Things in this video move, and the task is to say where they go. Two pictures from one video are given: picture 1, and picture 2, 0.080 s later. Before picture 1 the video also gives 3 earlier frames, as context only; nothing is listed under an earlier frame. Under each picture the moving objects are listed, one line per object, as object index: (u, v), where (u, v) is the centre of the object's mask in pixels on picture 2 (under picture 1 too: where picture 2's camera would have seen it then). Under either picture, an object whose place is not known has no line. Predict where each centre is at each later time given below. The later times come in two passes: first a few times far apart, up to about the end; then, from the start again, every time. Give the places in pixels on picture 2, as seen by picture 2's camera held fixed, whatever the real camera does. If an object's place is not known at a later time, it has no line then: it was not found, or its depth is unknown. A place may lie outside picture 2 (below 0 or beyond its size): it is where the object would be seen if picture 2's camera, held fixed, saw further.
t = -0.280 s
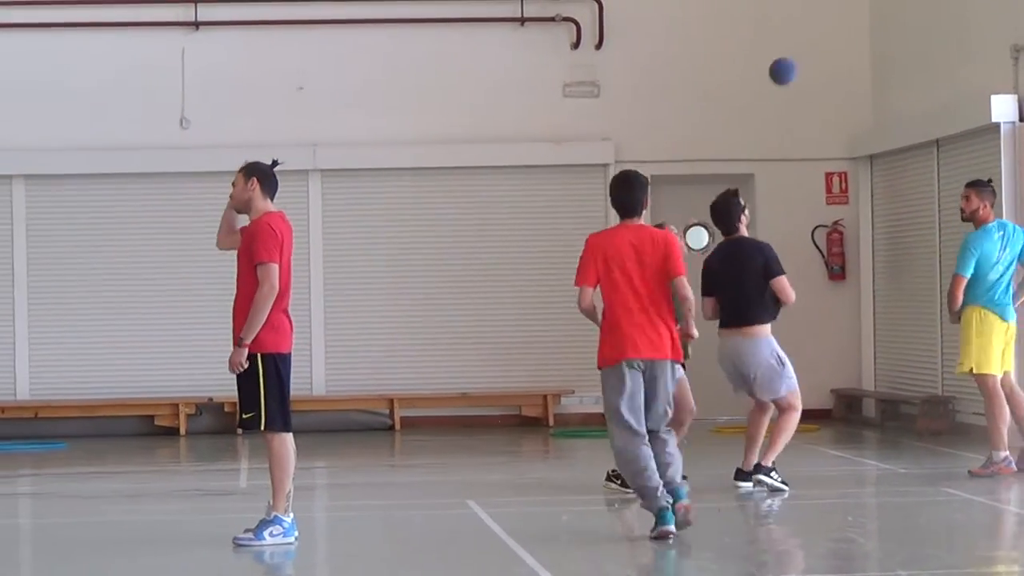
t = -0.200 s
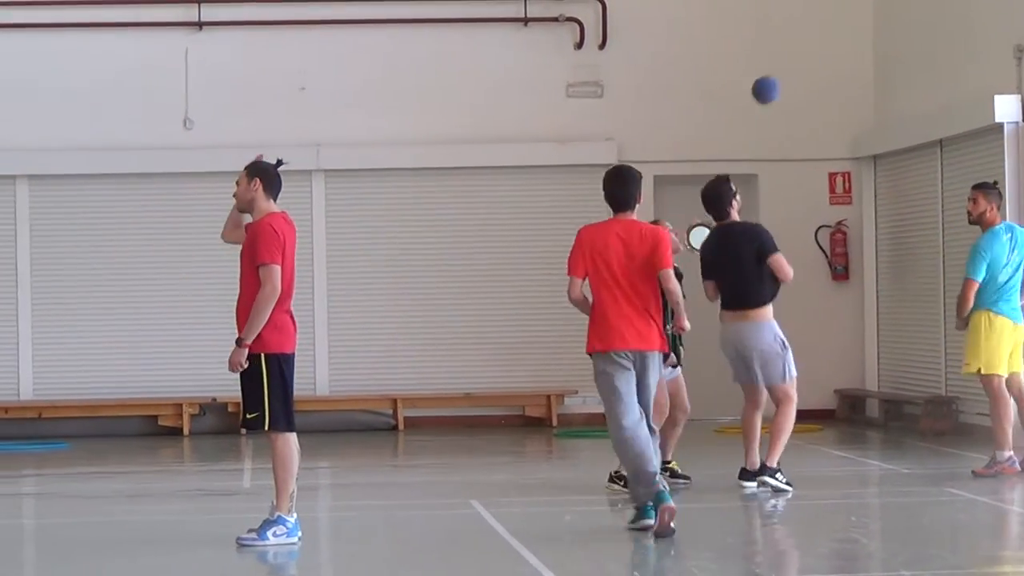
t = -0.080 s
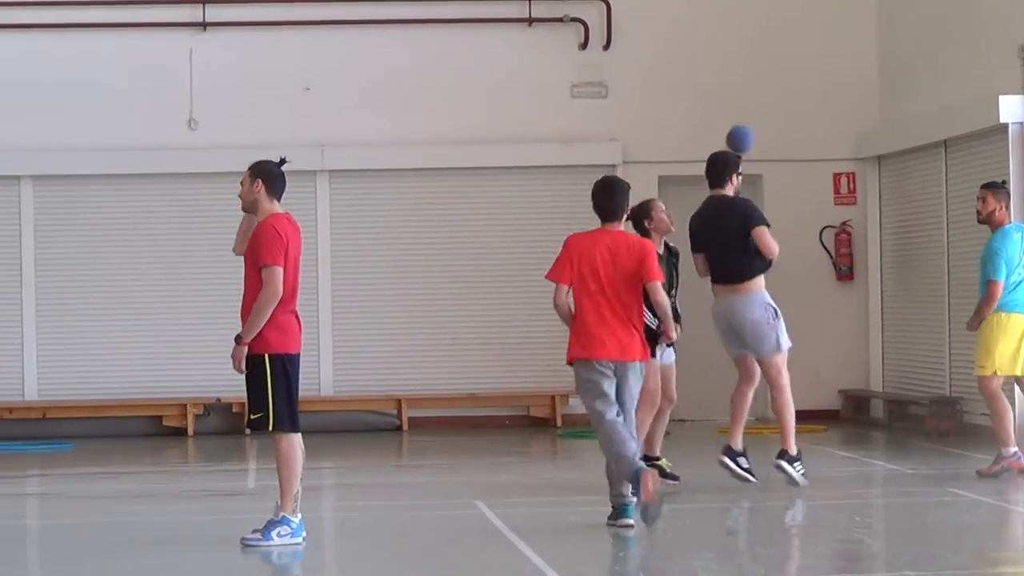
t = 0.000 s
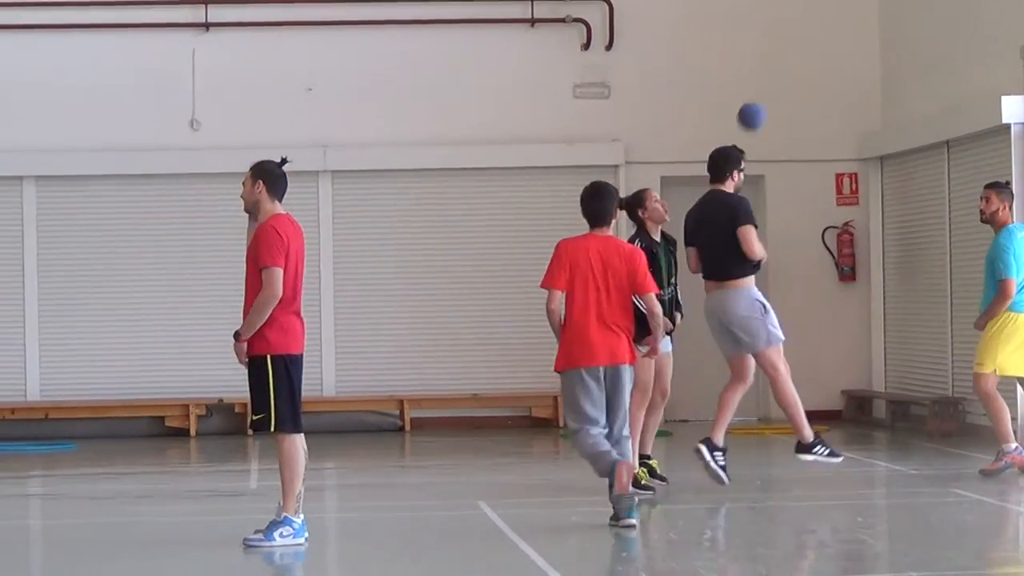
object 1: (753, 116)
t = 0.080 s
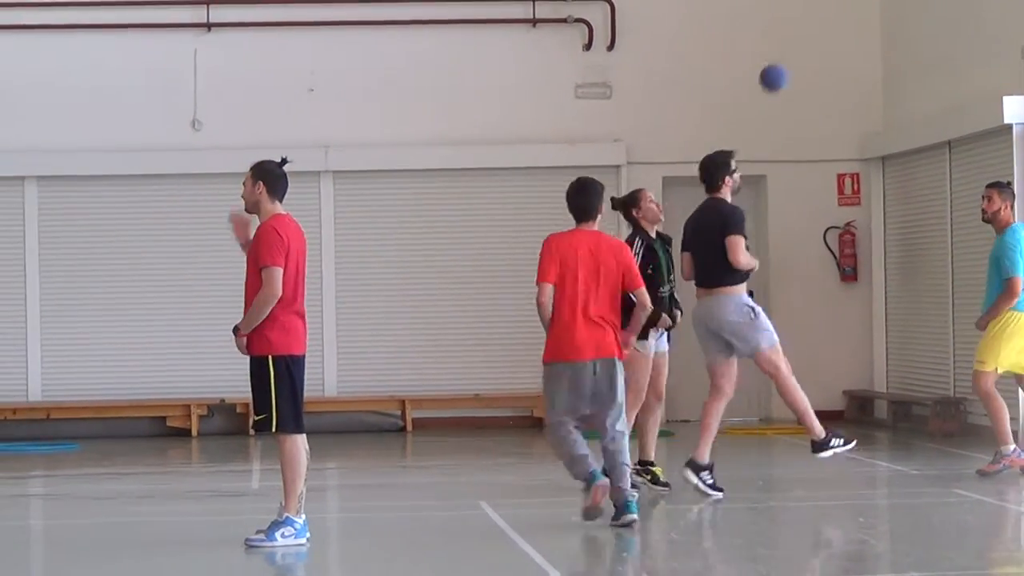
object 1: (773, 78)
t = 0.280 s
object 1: (825, 30)
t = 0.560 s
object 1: (900, 85)
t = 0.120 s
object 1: (783, 62)
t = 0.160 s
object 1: (794, 50)
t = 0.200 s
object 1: (804, 40)
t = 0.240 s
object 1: (814, 34)
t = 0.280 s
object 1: (825, 30)
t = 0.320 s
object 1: (834, 30)
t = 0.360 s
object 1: (845, 31)
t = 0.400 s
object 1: (856, 36)
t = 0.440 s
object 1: (866, 44)
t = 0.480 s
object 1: (877, 54)
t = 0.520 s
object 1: (887, 68)
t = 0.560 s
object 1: (900, 85)
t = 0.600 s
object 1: (910, 103)
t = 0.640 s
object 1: (921, 125)
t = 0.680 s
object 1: (933, 150)
